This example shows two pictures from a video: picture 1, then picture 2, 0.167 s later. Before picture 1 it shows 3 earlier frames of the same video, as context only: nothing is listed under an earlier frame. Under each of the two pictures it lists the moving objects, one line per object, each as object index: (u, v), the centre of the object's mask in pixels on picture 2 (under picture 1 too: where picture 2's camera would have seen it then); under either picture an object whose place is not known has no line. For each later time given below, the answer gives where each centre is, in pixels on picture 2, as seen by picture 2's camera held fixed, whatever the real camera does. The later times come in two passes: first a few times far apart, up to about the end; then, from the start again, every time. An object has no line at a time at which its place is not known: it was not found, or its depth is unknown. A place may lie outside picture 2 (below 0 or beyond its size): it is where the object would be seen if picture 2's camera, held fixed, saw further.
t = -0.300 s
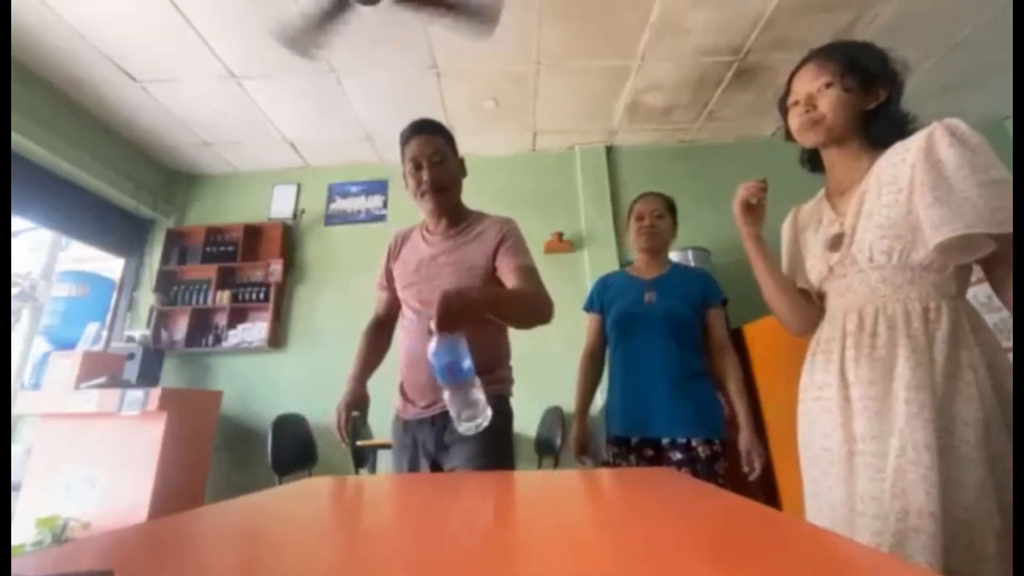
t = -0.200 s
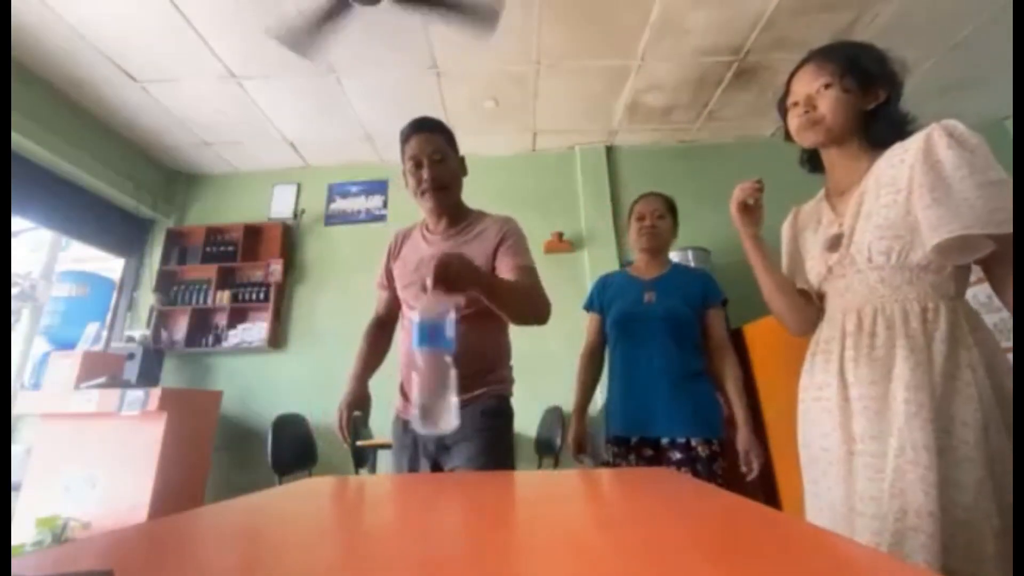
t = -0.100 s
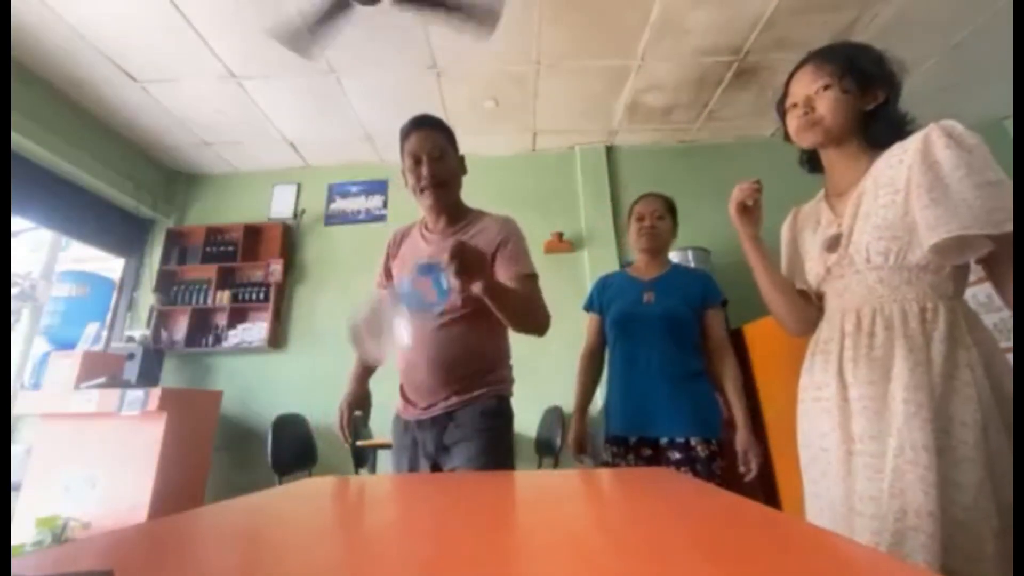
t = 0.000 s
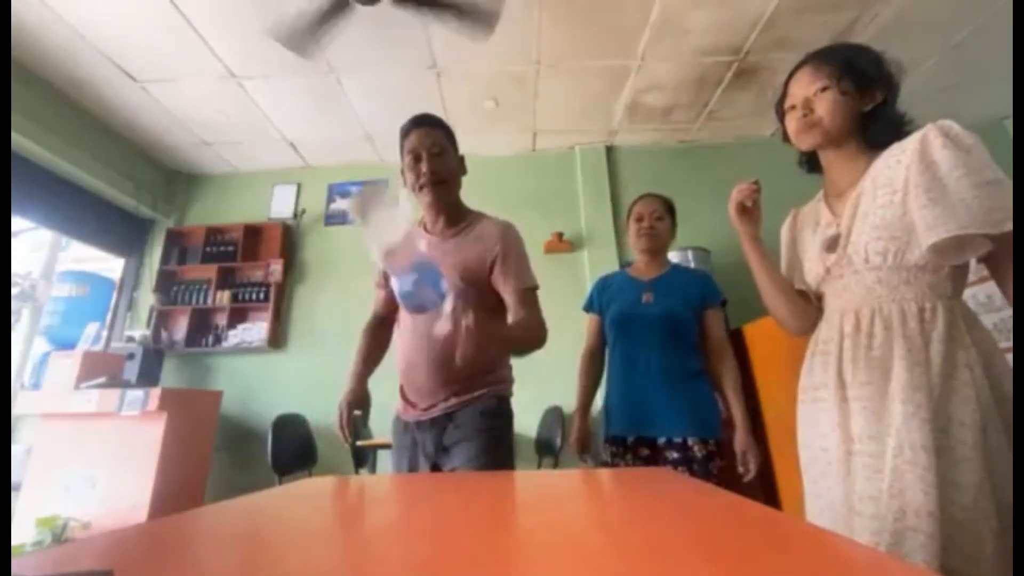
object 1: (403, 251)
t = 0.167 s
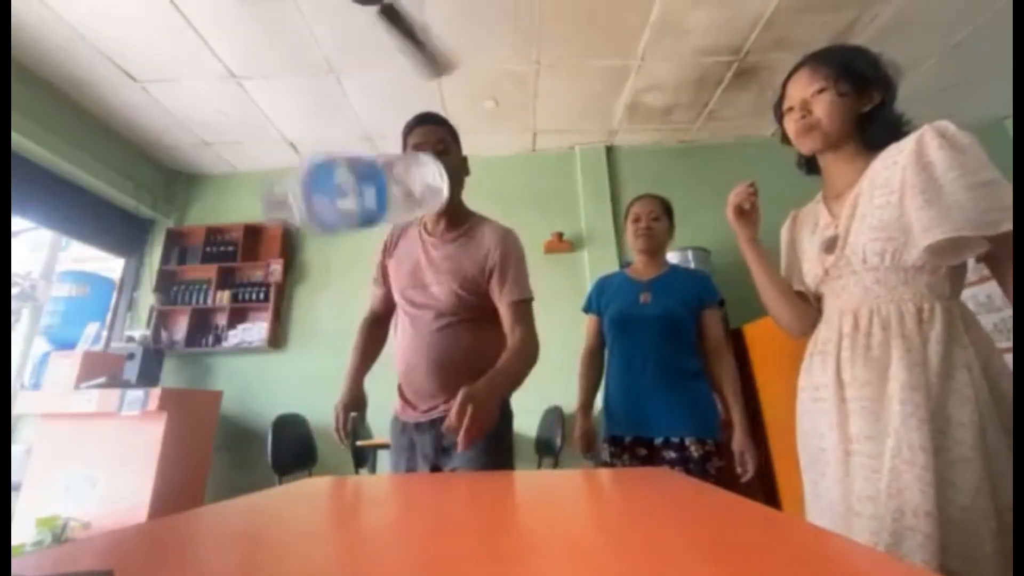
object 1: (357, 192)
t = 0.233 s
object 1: (360, 188)
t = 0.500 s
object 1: (409, 396)
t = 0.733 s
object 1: (409, 511)
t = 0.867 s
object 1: (416, 511)
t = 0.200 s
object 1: (353, 182)
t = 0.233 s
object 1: (360, 188)
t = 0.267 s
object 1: (372, 211)
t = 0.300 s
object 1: (385, 257)
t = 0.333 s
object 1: (400, 319)
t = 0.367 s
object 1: (410, 390)
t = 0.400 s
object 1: (409, 386)
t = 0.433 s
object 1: (409, 385)
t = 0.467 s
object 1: (411, 387)
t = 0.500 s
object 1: (409, 396)
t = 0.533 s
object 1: (403, 425)
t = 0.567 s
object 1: (395, 499)
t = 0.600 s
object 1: (401, 508)
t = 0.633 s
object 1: (404, 511)
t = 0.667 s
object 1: (406, 511)
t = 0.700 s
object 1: (407, 511)
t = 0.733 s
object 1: (409, 511)
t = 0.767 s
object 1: (411, 511)
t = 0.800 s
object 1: (413, 511)
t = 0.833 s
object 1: (414, 511)
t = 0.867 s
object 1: (416, 511)
